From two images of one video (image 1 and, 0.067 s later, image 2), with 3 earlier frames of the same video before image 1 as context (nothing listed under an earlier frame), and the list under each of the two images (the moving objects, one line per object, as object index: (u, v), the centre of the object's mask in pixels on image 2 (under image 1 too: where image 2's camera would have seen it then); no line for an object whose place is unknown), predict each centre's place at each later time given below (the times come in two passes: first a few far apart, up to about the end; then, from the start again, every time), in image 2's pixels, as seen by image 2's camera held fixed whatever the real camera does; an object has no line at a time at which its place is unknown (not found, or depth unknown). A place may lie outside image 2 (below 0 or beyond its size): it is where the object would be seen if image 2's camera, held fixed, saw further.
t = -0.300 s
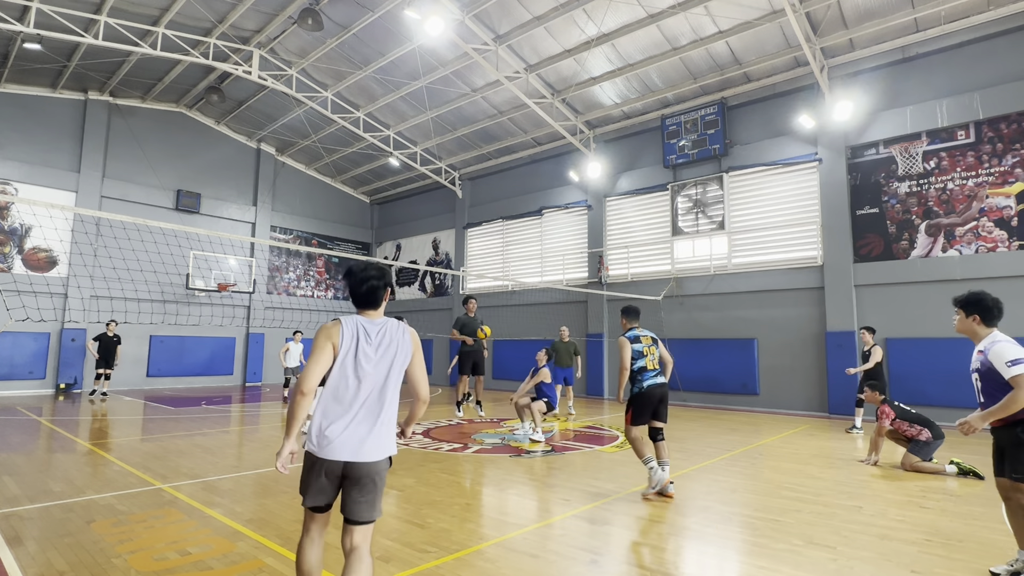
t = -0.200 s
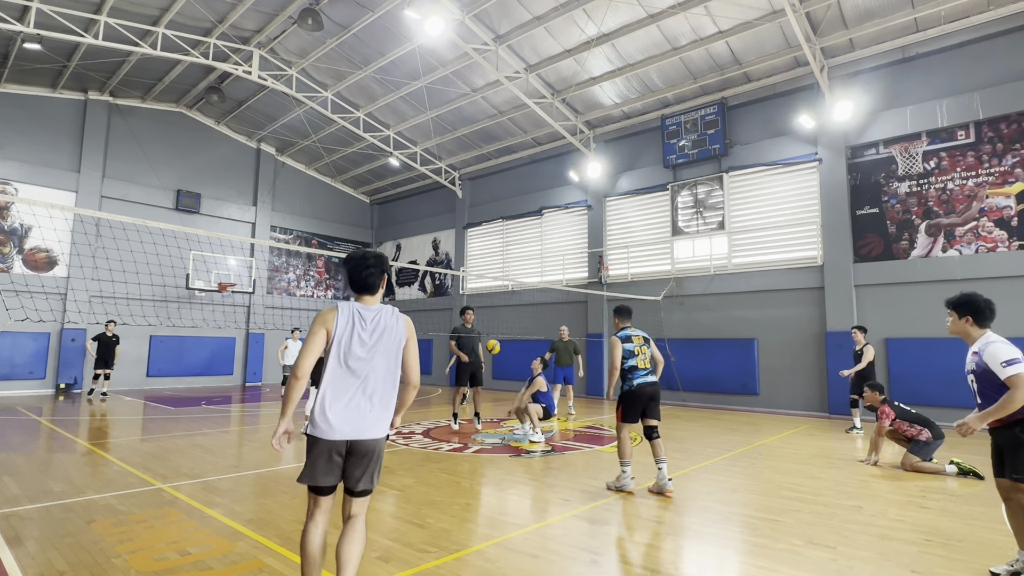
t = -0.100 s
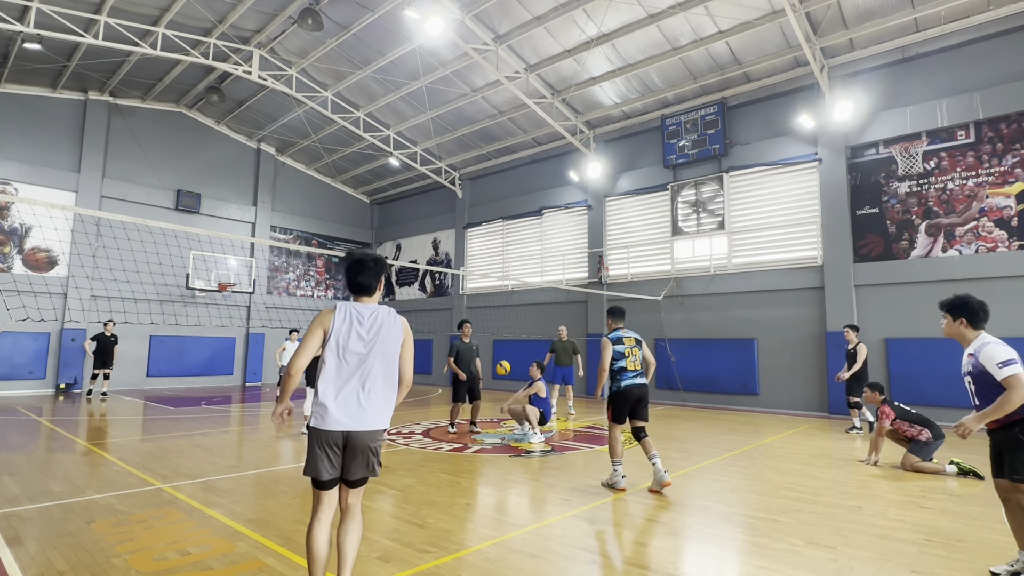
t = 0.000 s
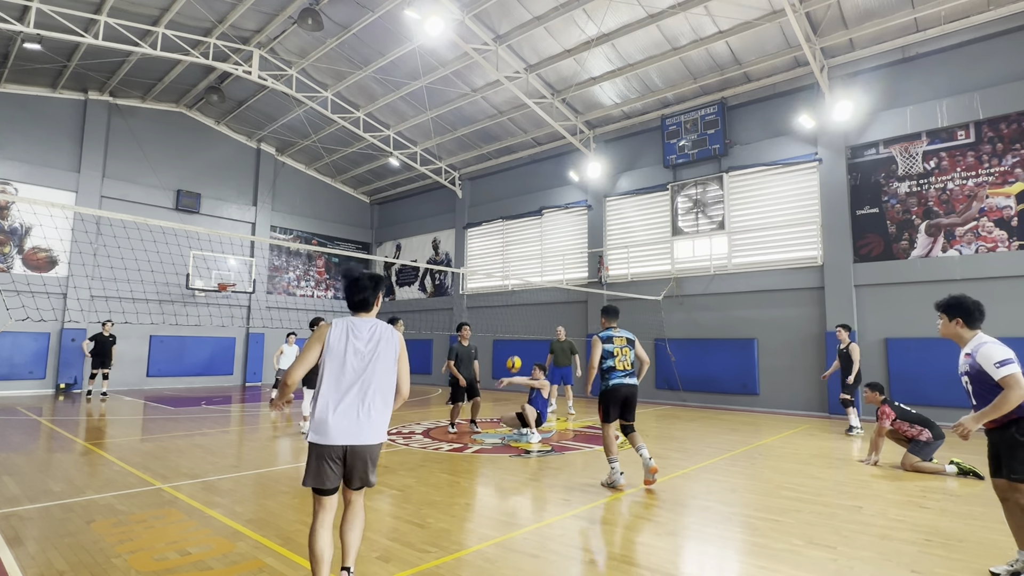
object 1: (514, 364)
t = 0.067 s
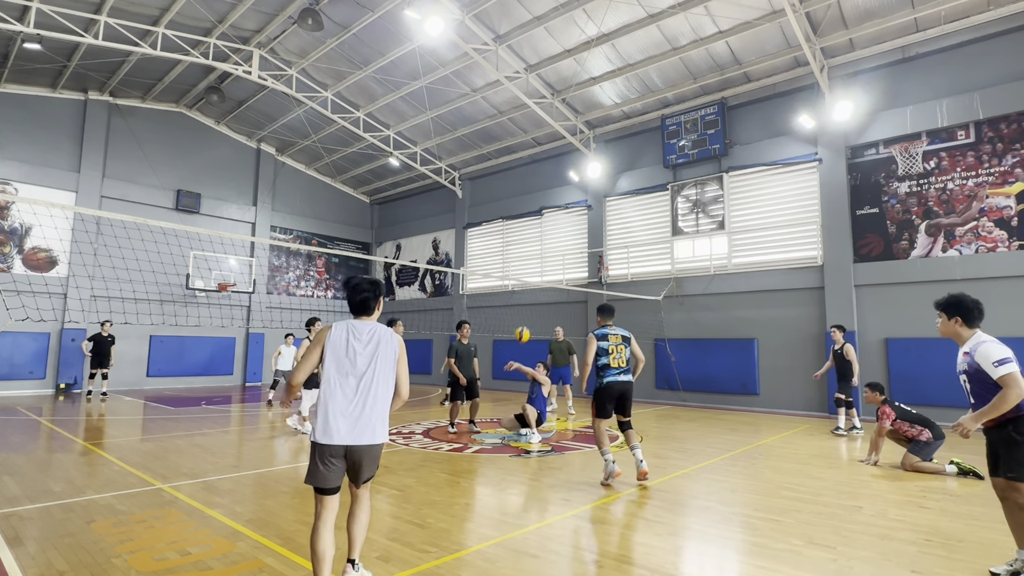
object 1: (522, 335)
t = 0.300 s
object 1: (553, 253)
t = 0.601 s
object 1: (597, 201)
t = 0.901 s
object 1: (649, 217)
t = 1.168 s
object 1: (703, 306)
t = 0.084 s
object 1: (524, 328)
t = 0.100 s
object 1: (527, 321)
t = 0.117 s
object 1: (529, 314)
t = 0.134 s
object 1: (530, 308)
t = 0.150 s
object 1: (533, 302)
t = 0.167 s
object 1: (535, 296)
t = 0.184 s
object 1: (537, 290)
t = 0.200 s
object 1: (539, 284)
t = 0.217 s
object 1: (541, 279)
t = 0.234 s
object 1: (543, 273)
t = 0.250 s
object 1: (546, 268)
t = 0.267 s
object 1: (548, 263)
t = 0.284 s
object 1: (550, 258)
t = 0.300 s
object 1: (553, 253)
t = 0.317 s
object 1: (555, 249)
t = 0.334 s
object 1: (557, 244)
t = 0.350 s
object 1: (559, 240)
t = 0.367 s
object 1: (562, 236)
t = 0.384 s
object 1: (564, 233)
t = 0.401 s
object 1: (566, 229)
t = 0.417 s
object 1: (569, 225)
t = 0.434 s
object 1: (572, 222)
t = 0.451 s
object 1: (574, 219)
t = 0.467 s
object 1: (577, 216)
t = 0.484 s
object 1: (579, 213)
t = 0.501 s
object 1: (582, 211)
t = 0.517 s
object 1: (584, 209)
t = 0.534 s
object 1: (587, 207)
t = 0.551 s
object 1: (589, 205)
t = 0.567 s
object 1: (592, 203)
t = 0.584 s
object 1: (594, 202)
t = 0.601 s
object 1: (597, 201)
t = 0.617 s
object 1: (599, 199)
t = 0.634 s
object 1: (602, 198)
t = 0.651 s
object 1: (605, 198)
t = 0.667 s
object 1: (608, 197)
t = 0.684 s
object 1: (610, 197)
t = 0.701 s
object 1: (613, 197)
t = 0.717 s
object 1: (616, 197)
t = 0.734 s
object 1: (619, 198)
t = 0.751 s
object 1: (622, 199)
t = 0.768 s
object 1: (625, 200)
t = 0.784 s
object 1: (627, 201)
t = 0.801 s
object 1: (631, 203)
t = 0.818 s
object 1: (633, 204)
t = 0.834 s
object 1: (636, 207)
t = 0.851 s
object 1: (640, 209)
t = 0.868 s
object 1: (643, 211)
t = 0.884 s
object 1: (646, 214)
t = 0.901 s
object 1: (649, 217)
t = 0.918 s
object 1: (652, 221)
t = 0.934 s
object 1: (655, 224)
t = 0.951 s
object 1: (659, 227)
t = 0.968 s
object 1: (662, 232)
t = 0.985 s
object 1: (665, 236)
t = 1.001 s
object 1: (668, 240)
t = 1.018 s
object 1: (671, 246)
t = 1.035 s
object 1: (674, 251)
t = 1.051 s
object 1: (678, 257)
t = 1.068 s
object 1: (681, 264)
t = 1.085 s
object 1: (685, 270)
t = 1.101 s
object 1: (689, 277)
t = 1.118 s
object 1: (692, 283)
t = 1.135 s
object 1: (696, 290)
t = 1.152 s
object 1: (699, 298)
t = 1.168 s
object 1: (703, 306)
